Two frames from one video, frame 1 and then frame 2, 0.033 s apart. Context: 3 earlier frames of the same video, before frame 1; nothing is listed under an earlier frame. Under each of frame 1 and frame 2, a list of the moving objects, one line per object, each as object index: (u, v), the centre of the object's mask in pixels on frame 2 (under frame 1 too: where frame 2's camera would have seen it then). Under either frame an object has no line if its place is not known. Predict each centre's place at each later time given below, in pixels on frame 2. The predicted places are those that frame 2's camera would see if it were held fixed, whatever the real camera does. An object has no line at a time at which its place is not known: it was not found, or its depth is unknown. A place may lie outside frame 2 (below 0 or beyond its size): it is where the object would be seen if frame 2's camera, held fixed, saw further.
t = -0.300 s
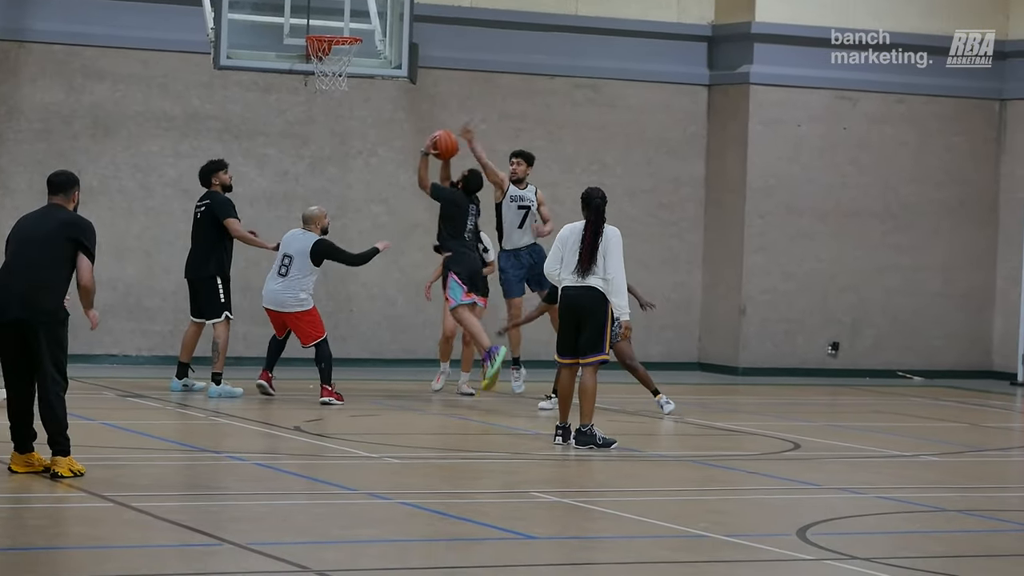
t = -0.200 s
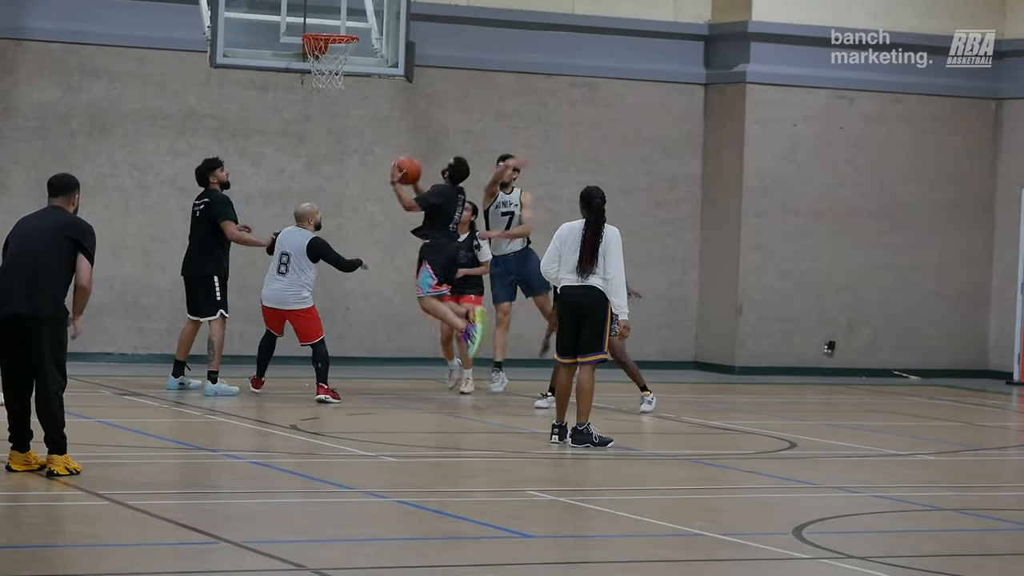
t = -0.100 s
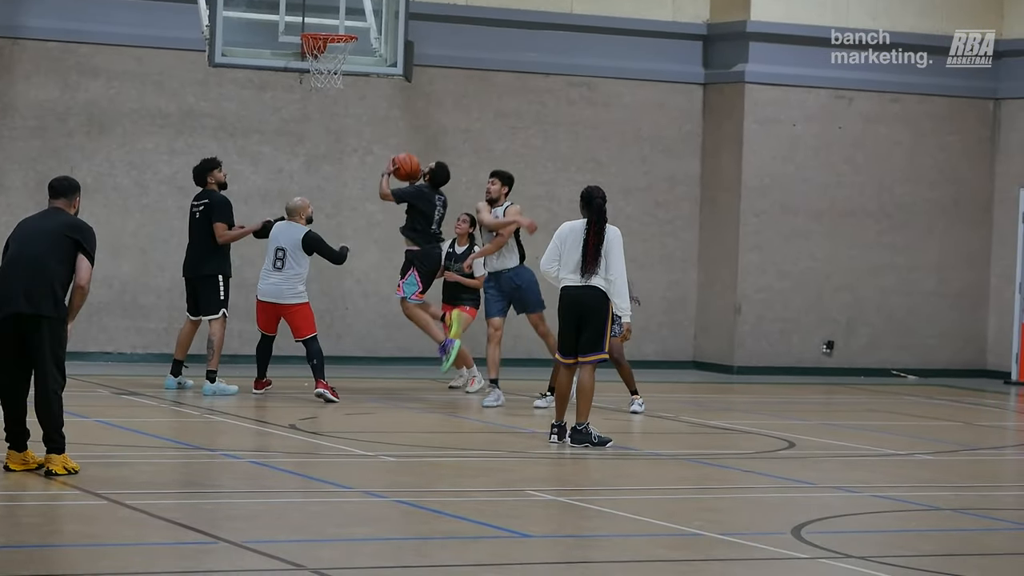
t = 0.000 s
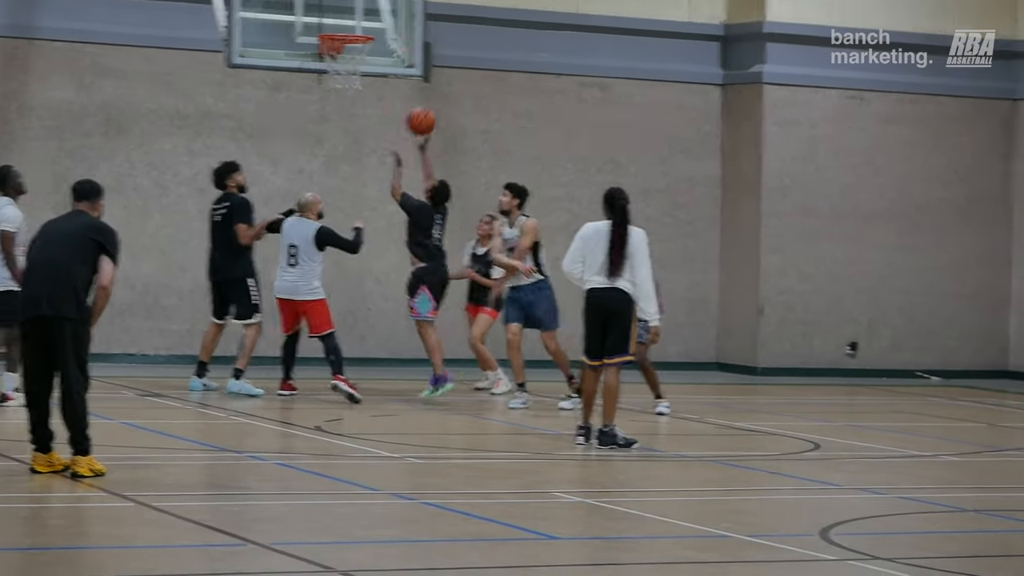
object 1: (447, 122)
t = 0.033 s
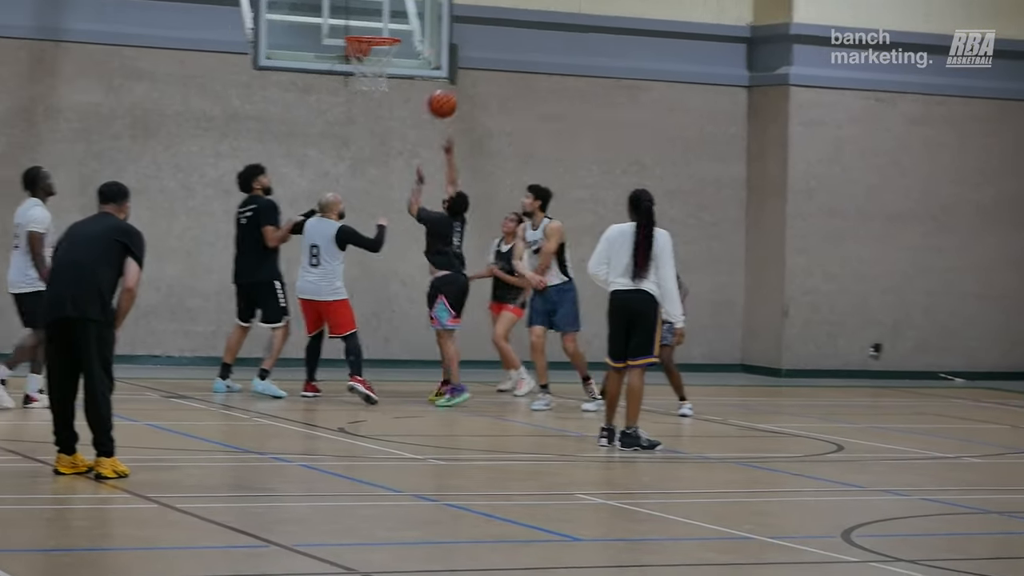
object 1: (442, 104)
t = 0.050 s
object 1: (441, 94)
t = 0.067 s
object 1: (439, 87)
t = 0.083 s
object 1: (437, 78)
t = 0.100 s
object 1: (435, 71)
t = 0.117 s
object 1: (433, 62)
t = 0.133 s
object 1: (431, 53)
